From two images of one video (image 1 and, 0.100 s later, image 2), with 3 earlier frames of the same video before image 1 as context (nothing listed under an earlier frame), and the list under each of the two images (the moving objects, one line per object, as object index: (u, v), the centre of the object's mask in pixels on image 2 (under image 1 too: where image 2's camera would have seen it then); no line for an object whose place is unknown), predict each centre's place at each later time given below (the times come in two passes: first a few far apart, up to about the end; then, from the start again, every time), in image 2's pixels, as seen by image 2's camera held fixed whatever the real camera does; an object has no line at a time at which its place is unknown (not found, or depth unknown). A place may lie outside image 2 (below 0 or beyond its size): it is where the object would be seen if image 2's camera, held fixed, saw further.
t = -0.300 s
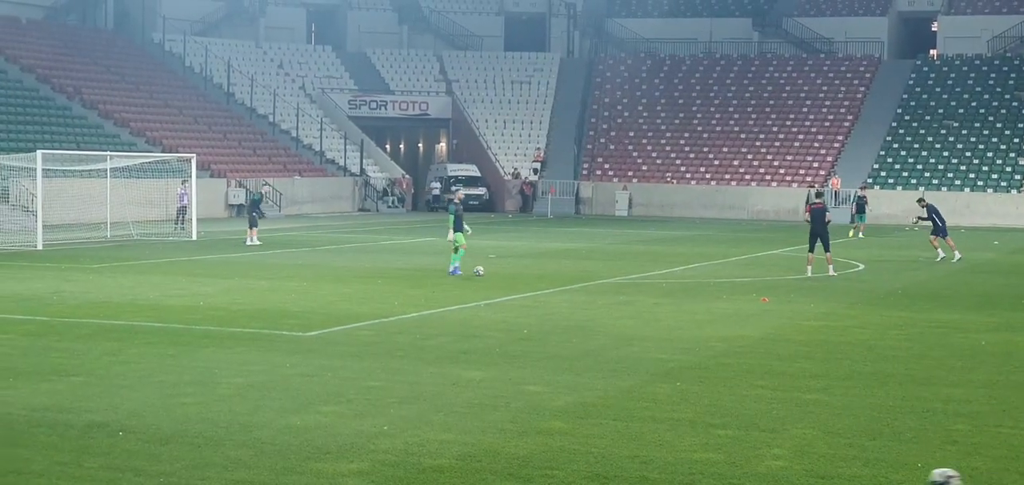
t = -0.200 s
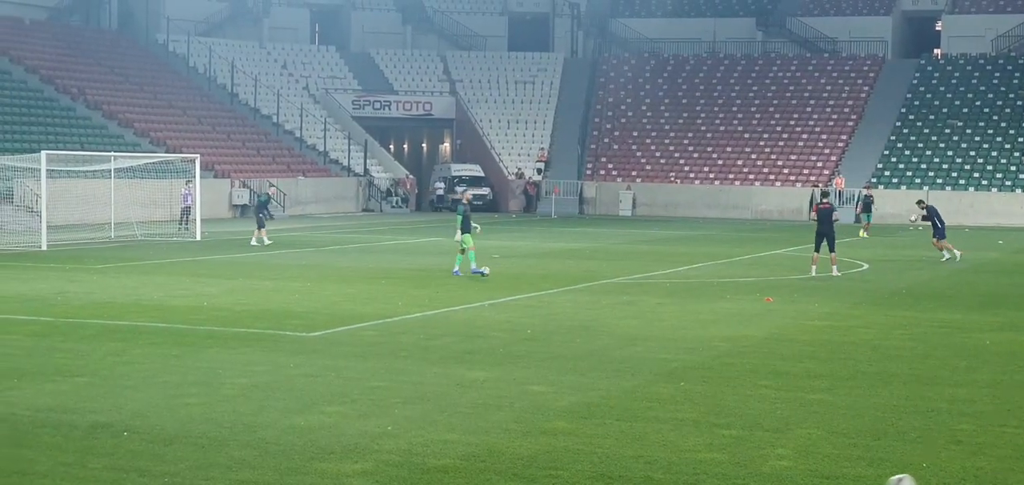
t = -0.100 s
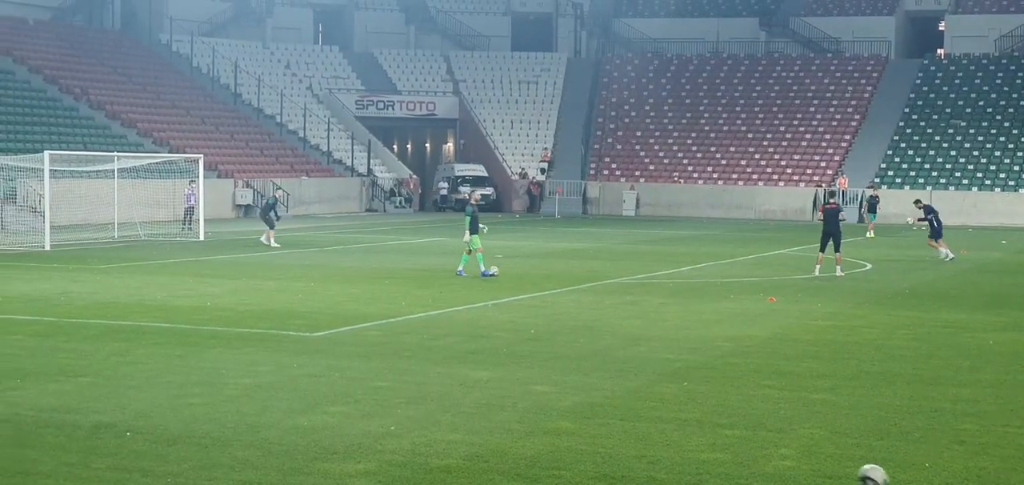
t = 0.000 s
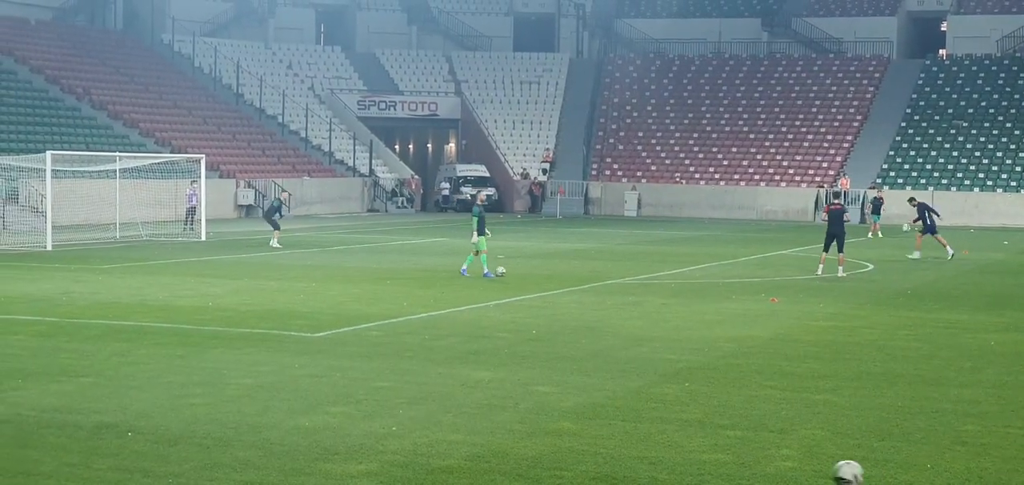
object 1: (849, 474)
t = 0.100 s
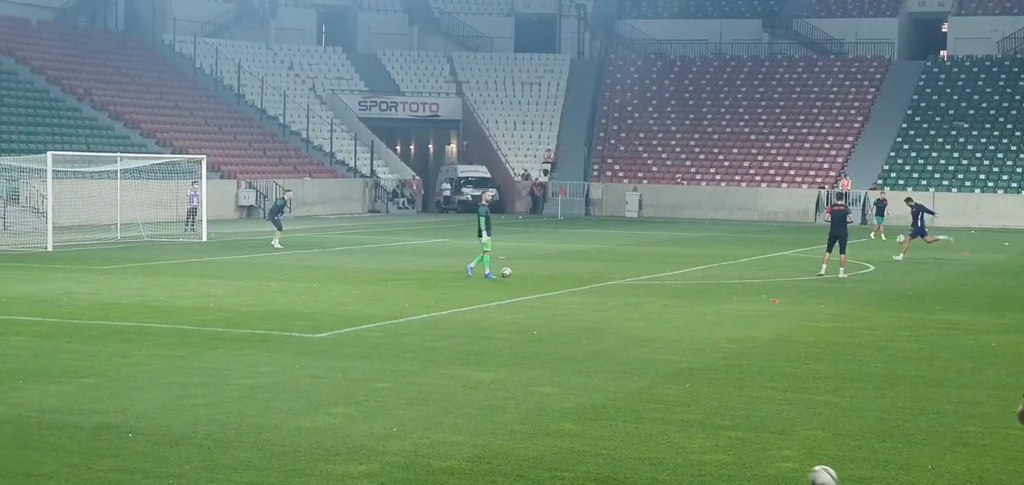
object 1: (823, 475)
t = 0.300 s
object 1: (778, 470)
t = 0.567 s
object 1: (723, 459)
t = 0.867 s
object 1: (667, 450)
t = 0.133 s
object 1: (815, 473)
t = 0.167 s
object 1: (808, 472)
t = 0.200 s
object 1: (801, 471)
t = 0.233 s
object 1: (793, 471)
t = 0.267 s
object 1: (785, 471)
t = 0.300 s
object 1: (778, 470)
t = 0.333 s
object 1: (771, 469)
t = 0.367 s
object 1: (764, 468)
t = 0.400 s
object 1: (757, 467)
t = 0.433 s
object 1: (750, 466)
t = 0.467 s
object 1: (743, 464)
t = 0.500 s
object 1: (735, 463)
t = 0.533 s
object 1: (729, 461)
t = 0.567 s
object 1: (723, 459)
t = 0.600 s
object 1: (716, 458)
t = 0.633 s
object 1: (710, 457)
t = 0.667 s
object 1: (704, 455)
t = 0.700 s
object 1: (697, 454)
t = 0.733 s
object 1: (691, 453)
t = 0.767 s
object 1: (686, 452)
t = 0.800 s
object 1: (680, 451)
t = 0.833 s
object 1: (674, 450)
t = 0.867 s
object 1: (667, 450)
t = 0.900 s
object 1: (662, 449)
